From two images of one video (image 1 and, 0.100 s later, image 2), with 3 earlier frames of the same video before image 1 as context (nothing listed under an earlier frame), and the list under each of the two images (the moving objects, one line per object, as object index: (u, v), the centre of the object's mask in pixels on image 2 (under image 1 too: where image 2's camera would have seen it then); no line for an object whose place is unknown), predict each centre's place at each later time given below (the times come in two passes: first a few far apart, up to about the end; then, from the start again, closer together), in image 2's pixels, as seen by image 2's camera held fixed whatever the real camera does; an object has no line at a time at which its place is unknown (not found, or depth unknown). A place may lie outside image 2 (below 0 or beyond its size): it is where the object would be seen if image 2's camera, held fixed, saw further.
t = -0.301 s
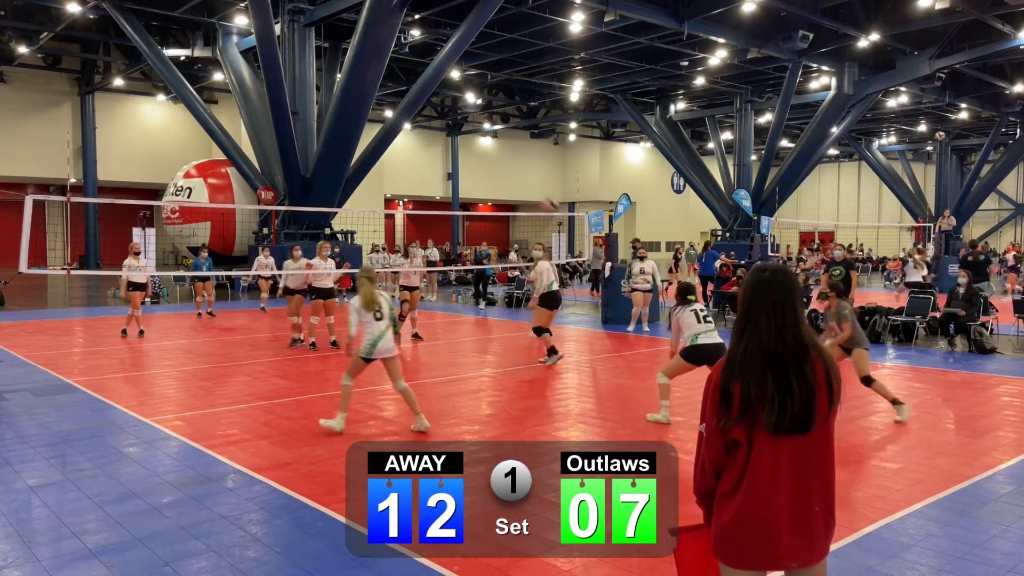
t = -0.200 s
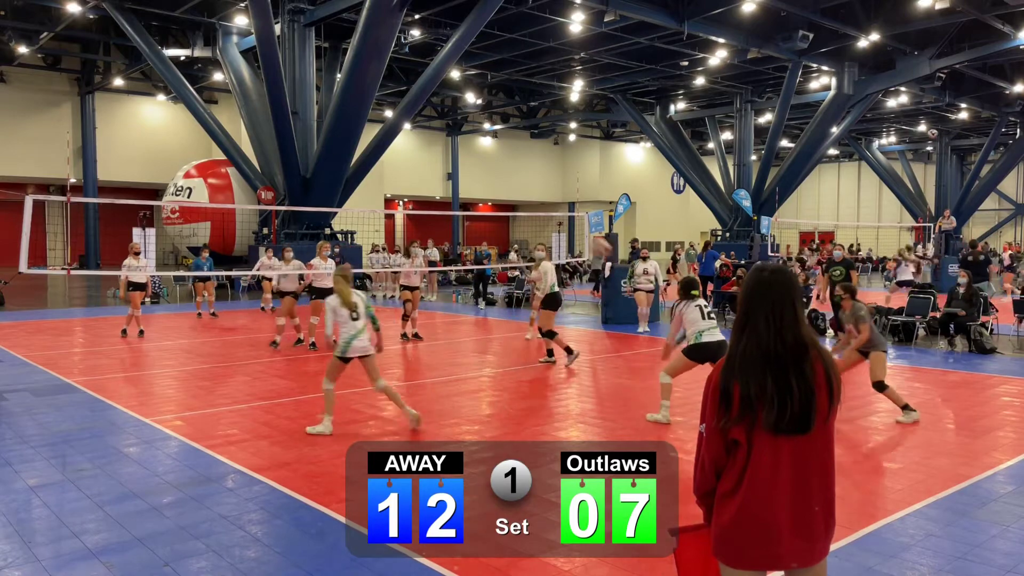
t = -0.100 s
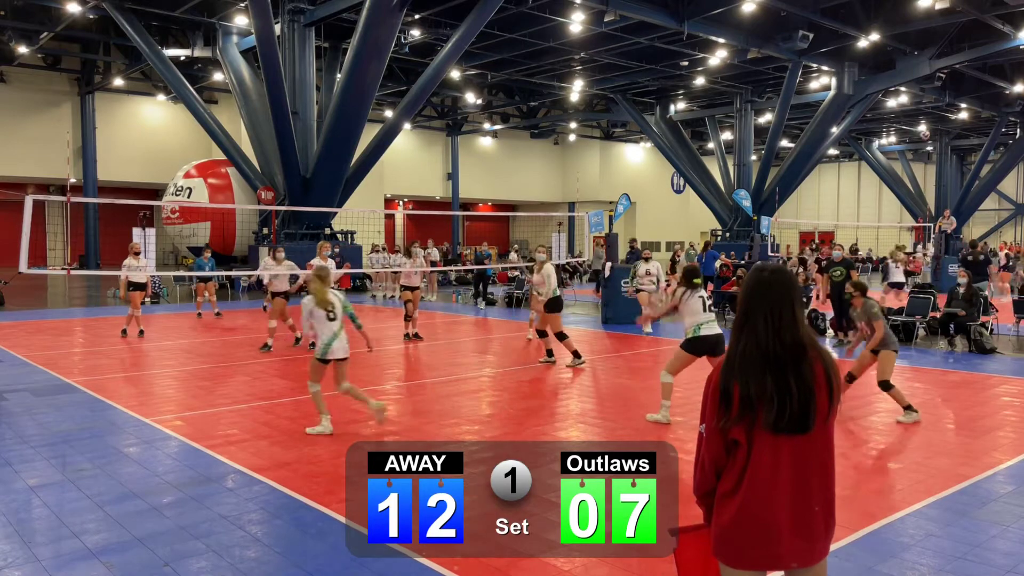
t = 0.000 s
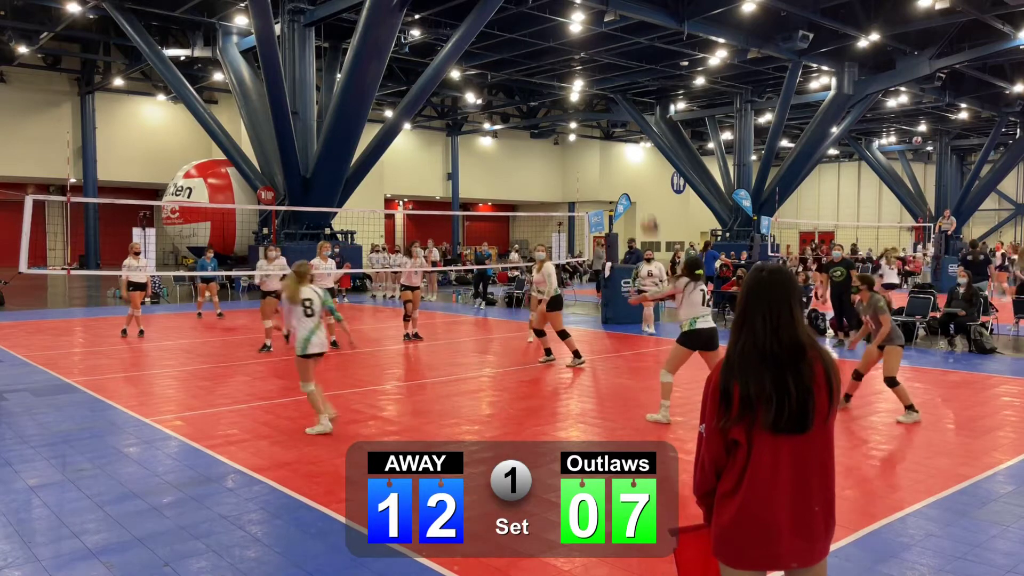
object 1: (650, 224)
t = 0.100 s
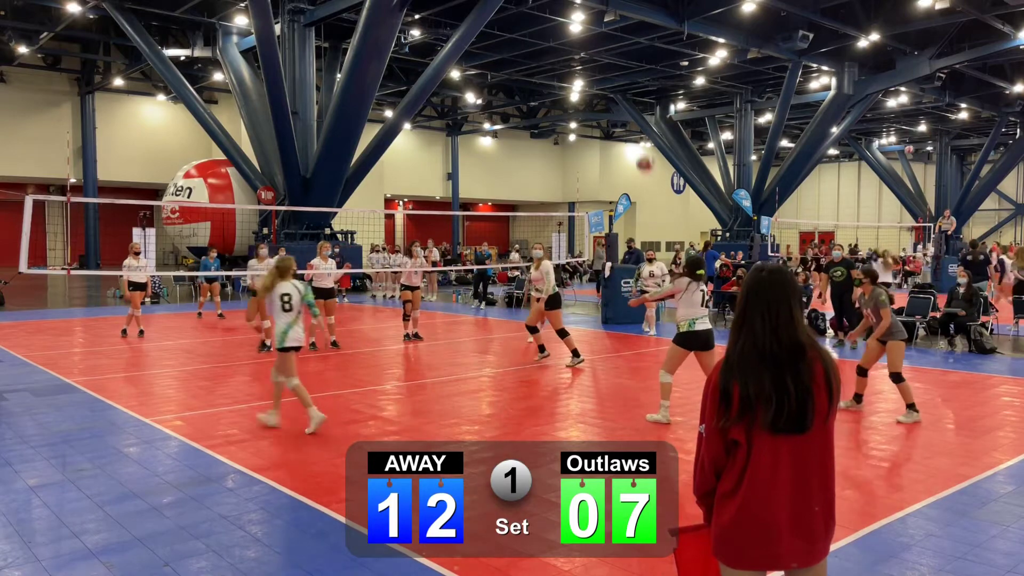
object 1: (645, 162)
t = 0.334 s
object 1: (635, 69)
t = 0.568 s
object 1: (633, 31)
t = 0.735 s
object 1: (622, 34)
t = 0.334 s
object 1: (635, 69)
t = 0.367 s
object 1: (635, 55)
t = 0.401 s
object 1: (637, 46)
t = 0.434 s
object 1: (633, 43)
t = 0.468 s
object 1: (631, 37)
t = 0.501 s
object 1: (629, 36)
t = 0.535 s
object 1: (627, 33)
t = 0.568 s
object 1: (633, 31)
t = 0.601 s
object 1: (625, 31)
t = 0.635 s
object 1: (632, 26)
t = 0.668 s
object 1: (625, 29)
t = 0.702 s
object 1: (623, 32)
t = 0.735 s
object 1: (622, 34)
